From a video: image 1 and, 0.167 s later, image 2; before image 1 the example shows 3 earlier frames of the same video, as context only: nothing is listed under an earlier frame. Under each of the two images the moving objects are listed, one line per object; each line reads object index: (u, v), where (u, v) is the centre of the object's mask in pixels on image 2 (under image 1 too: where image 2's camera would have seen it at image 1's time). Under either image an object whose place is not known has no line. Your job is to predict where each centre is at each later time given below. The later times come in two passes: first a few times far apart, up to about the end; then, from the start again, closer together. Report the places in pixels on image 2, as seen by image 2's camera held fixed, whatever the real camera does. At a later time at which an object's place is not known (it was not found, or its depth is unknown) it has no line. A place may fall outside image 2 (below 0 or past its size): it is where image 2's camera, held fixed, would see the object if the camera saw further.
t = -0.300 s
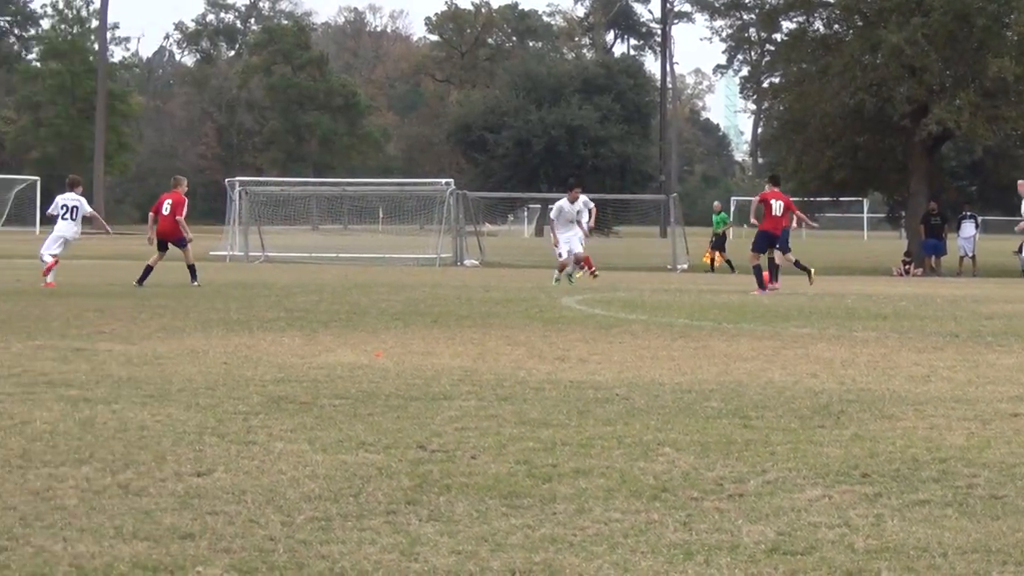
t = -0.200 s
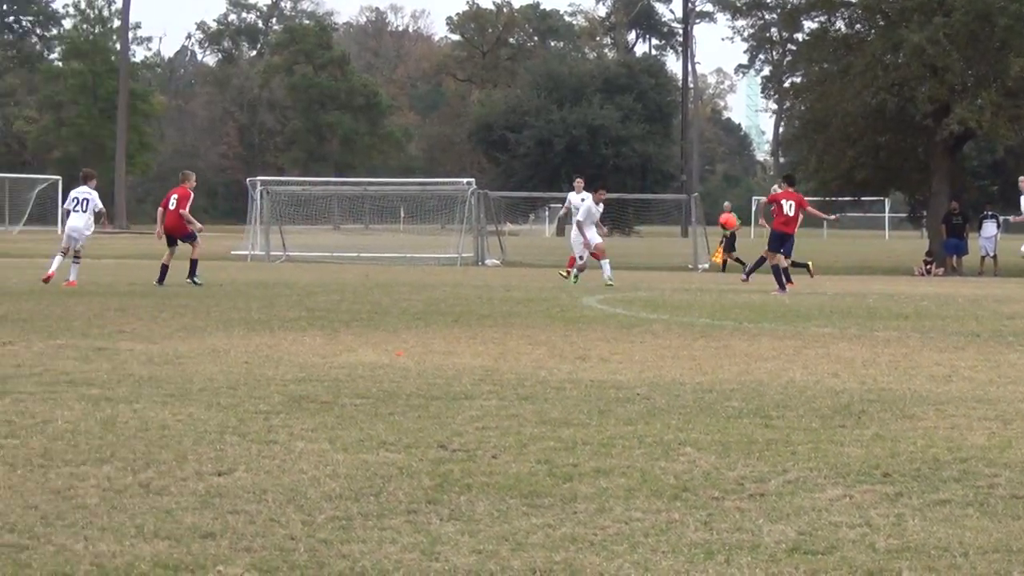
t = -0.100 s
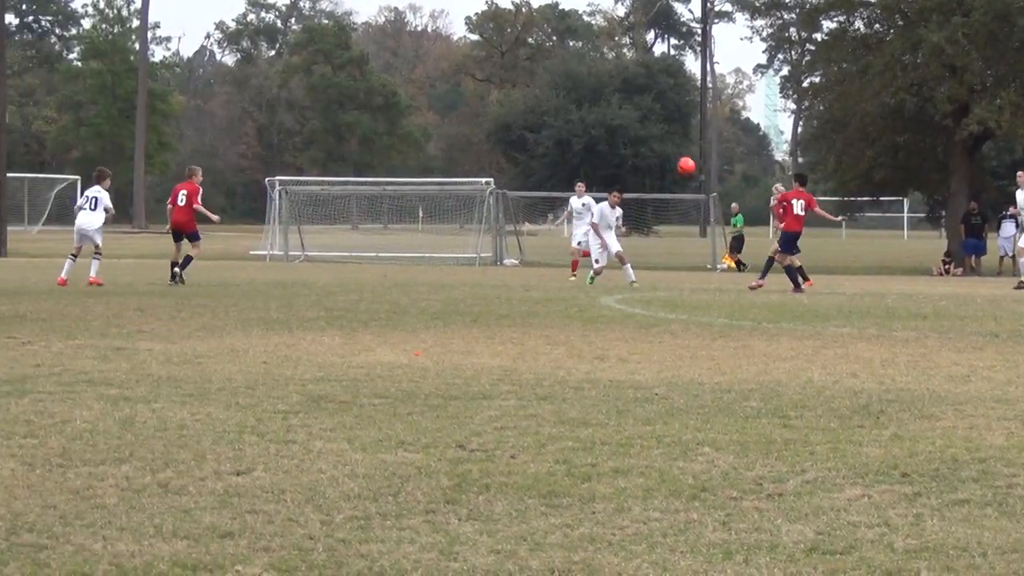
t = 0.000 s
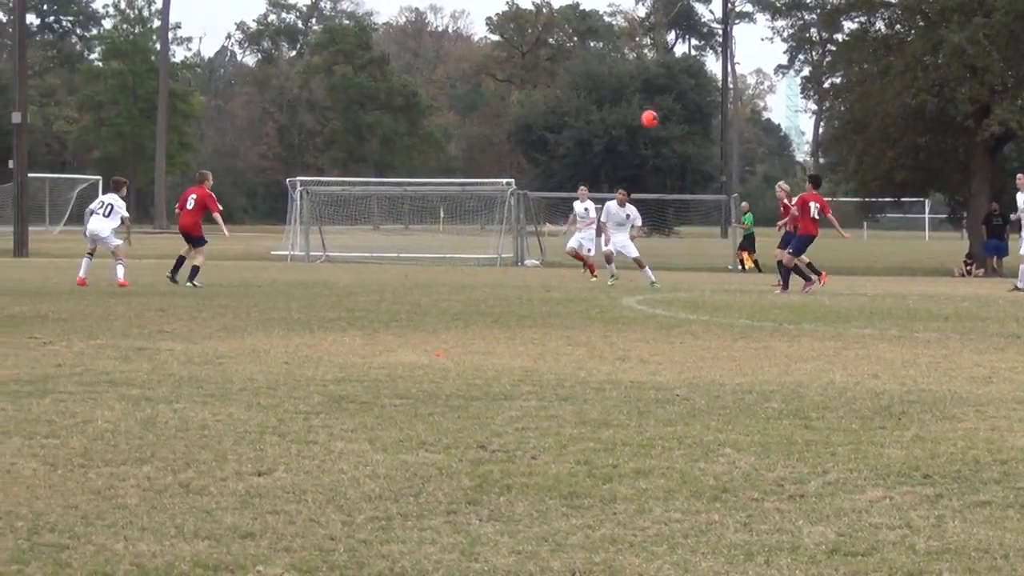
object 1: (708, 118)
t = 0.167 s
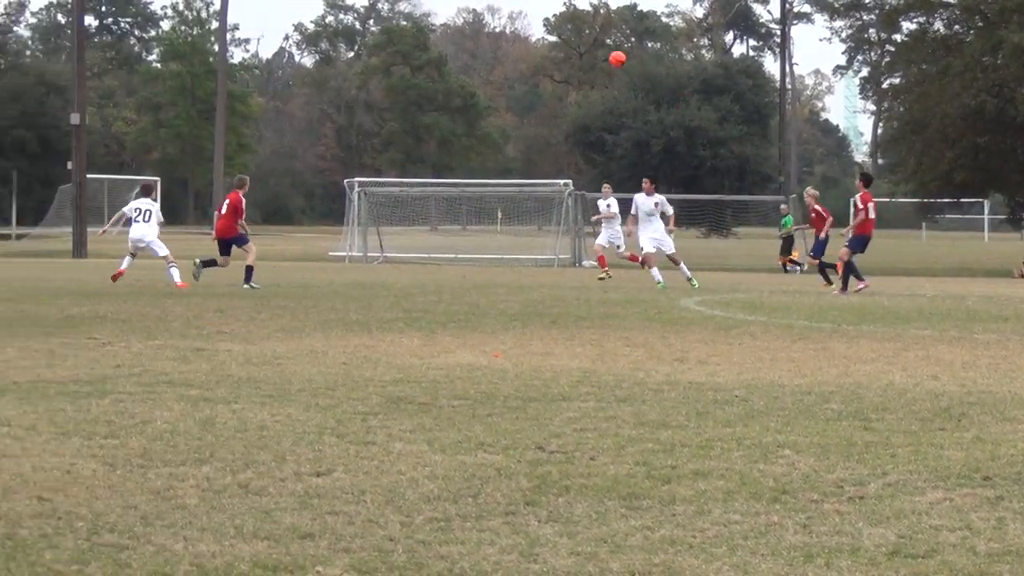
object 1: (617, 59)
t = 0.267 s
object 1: (566, 34)
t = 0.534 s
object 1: (445, 0)
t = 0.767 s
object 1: (343, 10)
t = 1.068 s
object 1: (220, 74)
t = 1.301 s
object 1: (131, 164)
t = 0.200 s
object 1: (600, 50)
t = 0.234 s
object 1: (583, 42)
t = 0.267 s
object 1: (566, 34)
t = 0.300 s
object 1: (549, 26)
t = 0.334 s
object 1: (532, 22)
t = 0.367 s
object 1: (518, 17)
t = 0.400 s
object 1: (503, 10)
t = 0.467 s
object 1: (472, 3)
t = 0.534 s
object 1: (445, 0)
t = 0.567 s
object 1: (429, -1)
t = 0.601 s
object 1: (415, -2)
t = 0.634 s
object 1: (402, -1)
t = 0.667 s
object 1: (387, 0)
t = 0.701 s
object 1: (372, 4)
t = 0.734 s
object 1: (357, 6)
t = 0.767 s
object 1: (343, 10)
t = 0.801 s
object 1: (329, 14)
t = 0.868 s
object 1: (301, 25)
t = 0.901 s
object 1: (287, 31)
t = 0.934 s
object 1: (273, 39)
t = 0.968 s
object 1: (260, 45)
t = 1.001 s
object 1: (247, 55)
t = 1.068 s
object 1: (220, 74)
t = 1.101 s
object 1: (207, 84)
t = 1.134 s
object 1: (194, 96)
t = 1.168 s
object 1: (181, 108)
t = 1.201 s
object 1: (169, 122)
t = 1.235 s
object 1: (156, 135)
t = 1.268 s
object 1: (143, 150)
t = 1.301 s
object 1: (131, 164)
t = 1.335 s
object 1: (119, 181)
